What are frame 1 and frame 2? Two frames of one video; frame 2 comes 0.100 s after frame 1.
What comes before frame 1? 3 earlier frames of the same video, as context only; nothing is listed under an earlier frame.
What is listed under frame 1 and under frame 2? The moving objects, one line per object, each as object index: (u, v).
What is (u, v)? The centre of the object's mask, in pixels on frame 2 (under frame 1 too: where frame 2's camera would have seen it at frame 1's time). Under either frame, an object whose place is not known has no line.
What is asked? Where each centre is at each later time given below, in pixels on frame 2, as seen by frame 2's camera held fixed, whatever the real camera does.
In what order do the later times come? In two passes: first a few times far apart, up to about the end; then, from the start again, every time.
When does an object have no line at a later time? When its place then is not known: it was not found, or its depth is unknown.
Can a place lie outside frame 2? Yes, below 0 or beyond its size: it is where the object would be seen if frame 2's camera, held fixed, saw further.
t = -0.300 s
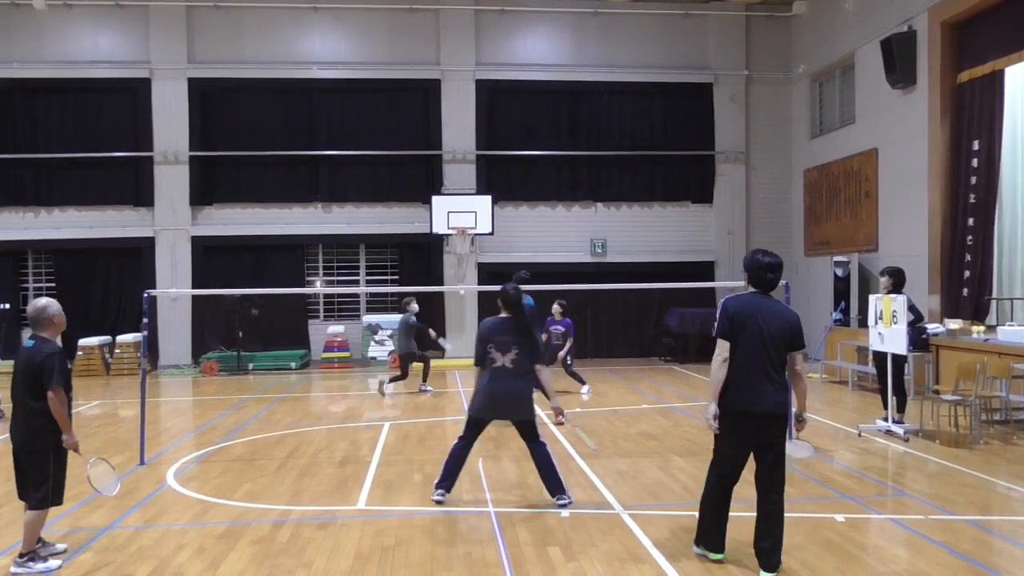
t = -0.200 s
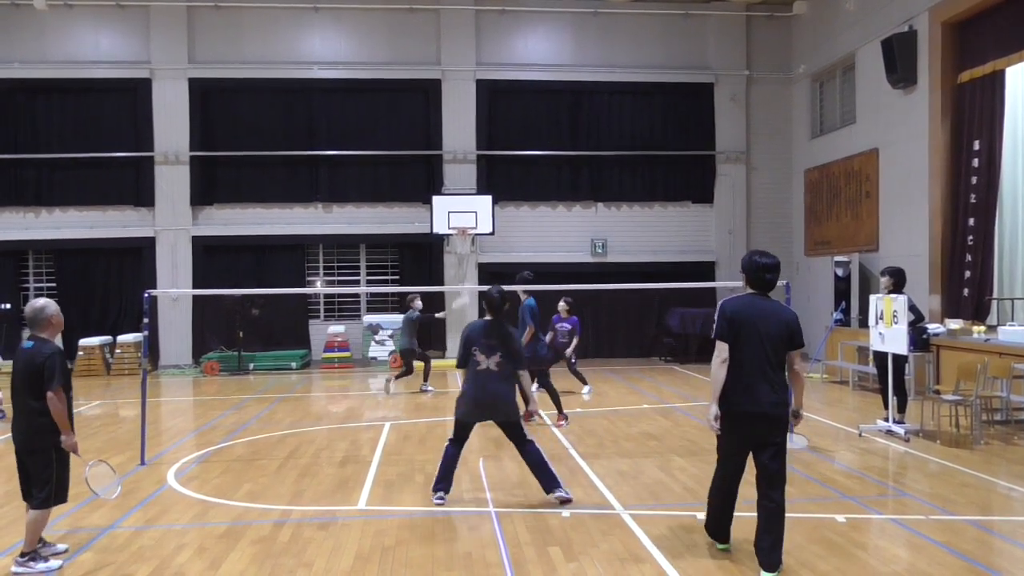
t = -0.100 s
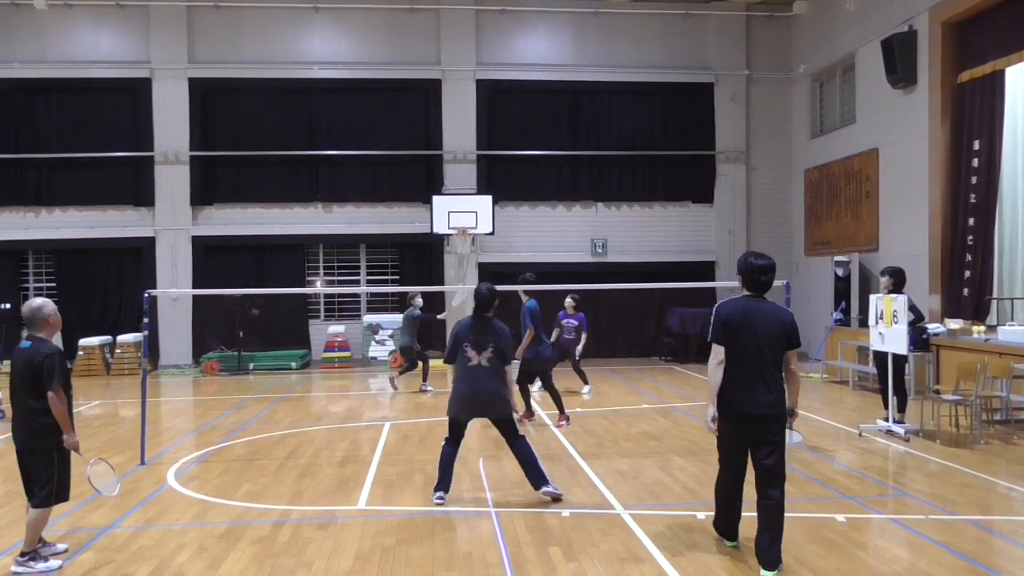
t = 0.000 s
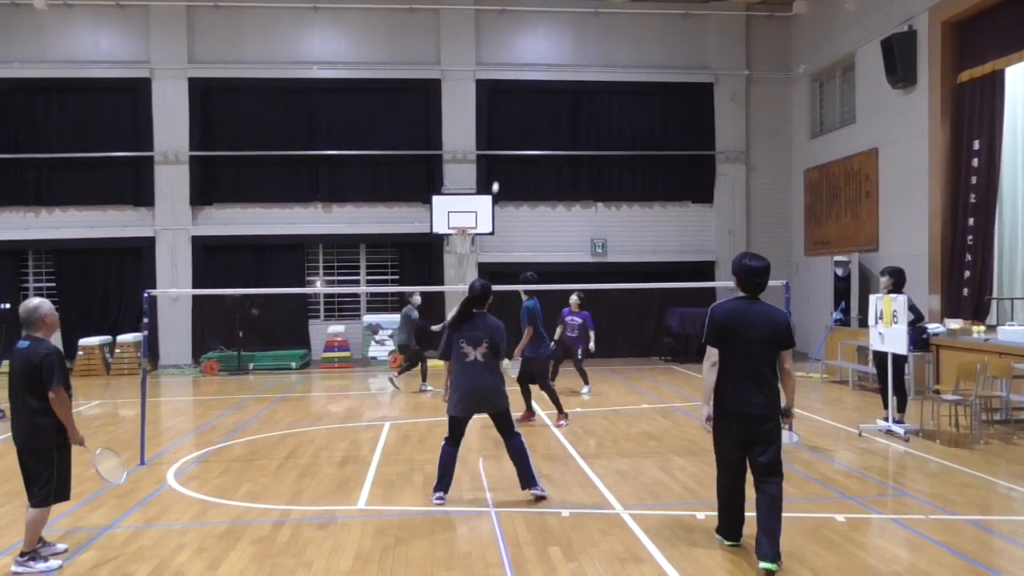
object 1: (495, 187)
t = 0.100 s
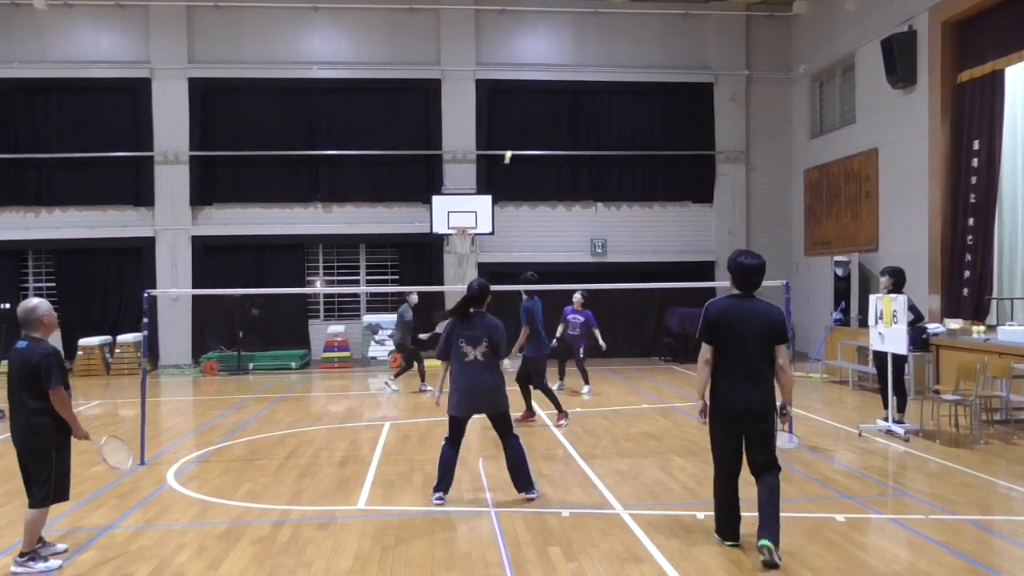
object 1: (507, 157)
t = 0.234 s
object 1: (523, 128)
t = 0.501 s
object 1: (552, 116)
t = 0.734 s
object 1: (577, 153)
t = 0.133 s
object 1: (512, 147)
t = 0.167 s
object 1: (516, 140)
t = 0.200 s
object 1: (519, 133)
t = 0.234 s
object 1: (523, 128)
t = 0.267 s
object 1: (527, 123)
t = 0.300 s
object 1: (531, 119)
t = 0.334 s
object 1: (534, 116)
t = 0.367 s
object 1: (538, 114)
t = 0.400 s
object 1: (542, 113)
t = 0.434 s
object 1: (545, 114)
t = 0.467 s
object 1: (549, 114)
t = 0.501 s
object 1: (552, 116)
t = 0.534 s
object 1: (556, 119)
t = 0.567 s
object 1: (560, 122)
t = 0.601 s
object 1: (564, 126)
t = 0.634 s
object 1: (568, 132)
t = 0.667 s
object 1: (571, 138)
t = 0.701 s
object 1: (575, 145)
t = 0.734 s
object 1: (577, 153)
